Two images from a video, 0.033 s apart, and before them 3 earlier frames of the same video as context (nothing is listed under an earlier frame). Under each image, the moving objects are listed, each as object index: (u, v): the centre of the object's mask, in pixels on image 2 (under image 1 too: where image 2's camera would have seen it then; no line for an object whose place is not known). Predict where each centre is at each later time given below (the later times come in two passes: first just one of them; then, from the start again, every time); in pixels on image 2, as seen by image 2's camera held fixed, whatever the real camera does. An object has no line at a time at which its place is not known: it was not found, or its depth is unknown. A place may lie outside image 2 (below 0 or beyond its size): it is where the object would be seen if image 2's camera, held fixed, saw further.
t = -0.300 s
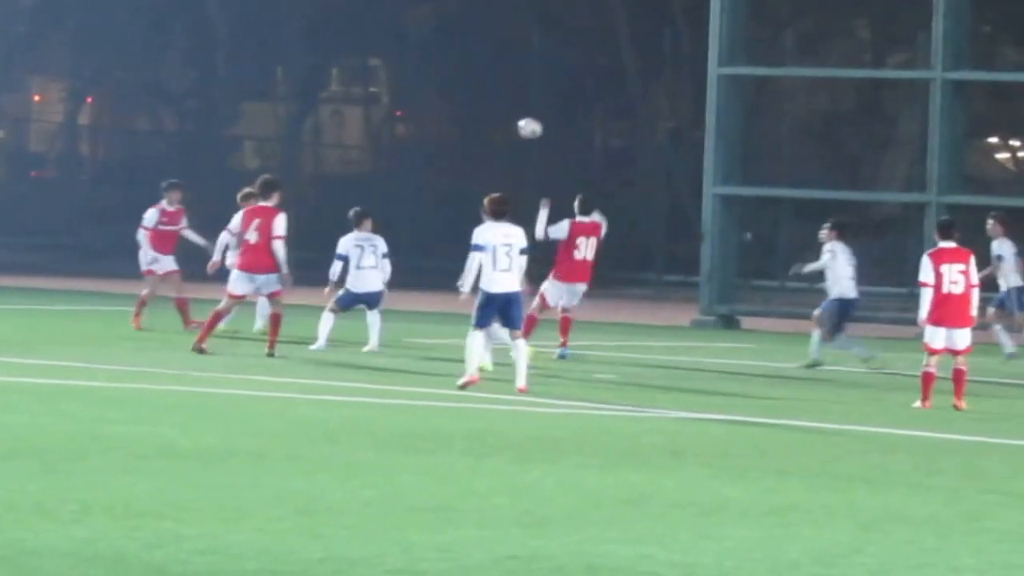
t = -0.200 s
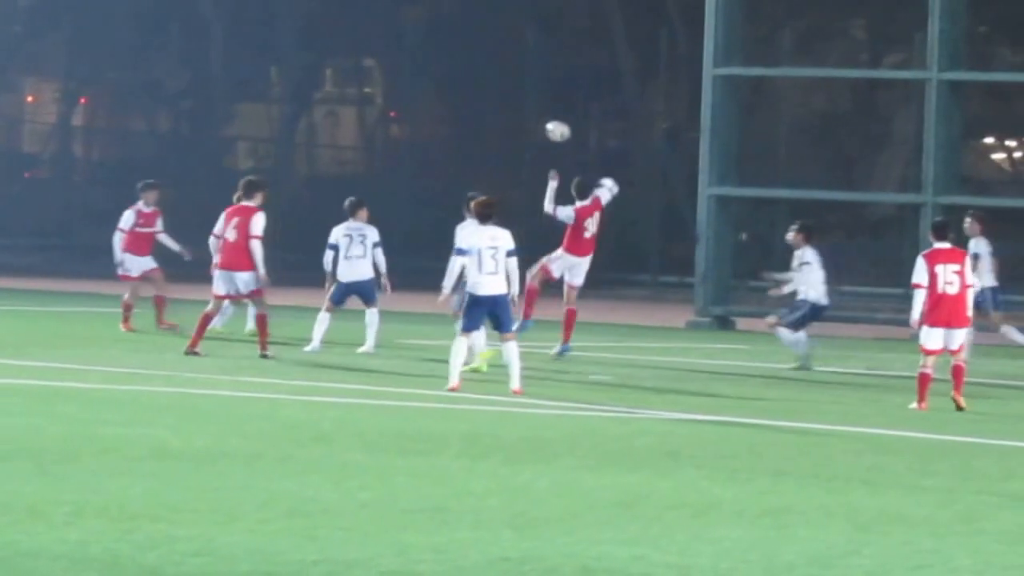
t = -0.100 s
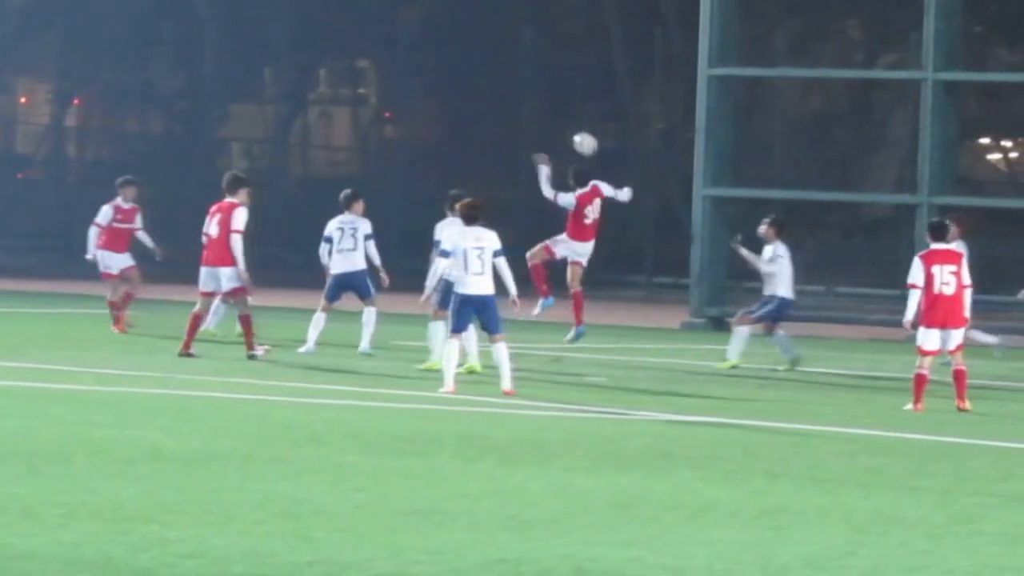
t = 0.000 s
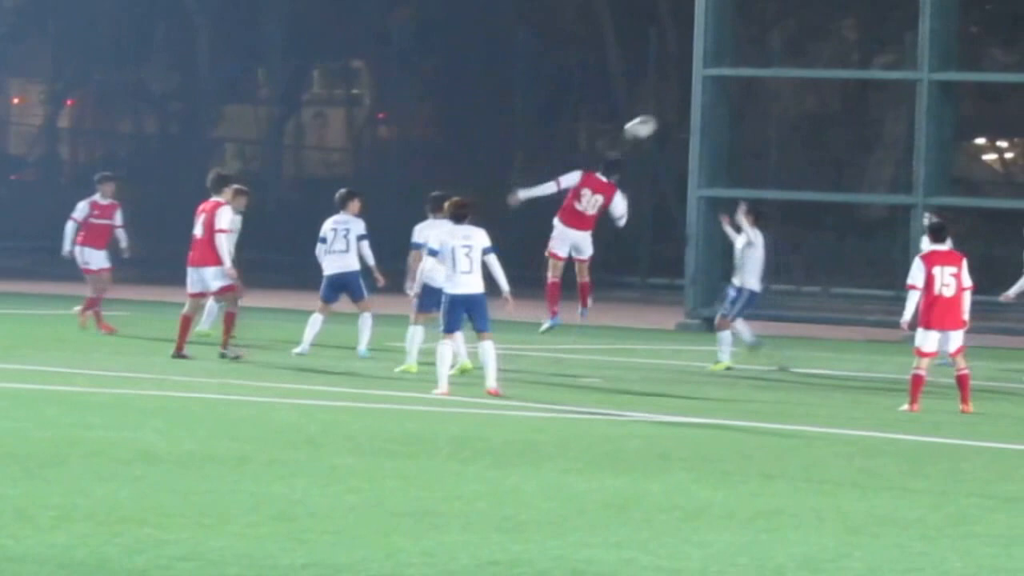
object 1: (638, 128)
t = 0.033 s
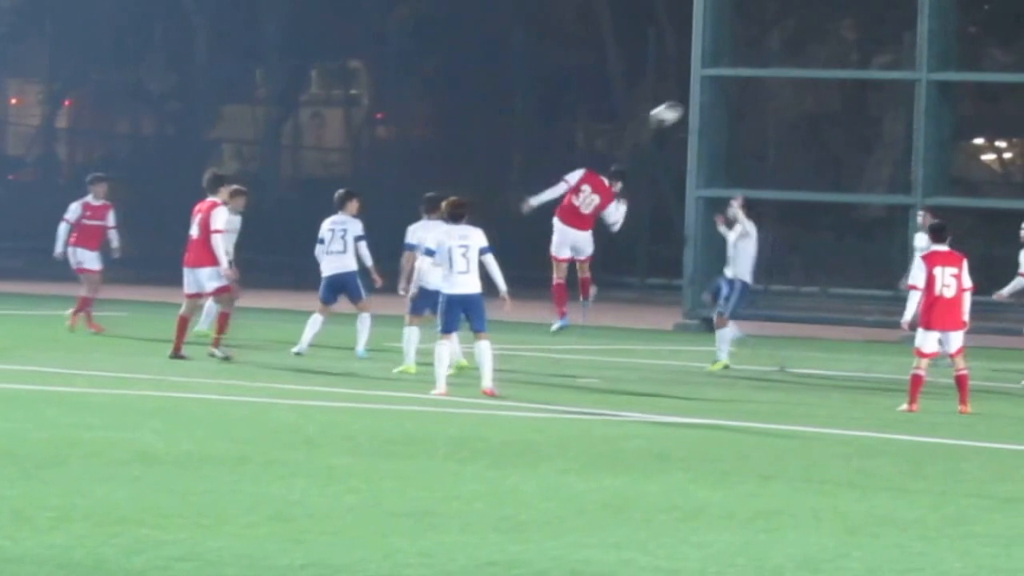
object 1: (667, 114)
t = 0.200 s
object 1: (803, 58)
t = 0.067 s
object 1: (692, 101)
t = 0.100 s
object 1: (720, 89)
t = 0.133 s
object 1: (747, 79)
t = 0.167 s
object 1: (775, 67)
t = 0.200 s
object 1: (803, 58)
